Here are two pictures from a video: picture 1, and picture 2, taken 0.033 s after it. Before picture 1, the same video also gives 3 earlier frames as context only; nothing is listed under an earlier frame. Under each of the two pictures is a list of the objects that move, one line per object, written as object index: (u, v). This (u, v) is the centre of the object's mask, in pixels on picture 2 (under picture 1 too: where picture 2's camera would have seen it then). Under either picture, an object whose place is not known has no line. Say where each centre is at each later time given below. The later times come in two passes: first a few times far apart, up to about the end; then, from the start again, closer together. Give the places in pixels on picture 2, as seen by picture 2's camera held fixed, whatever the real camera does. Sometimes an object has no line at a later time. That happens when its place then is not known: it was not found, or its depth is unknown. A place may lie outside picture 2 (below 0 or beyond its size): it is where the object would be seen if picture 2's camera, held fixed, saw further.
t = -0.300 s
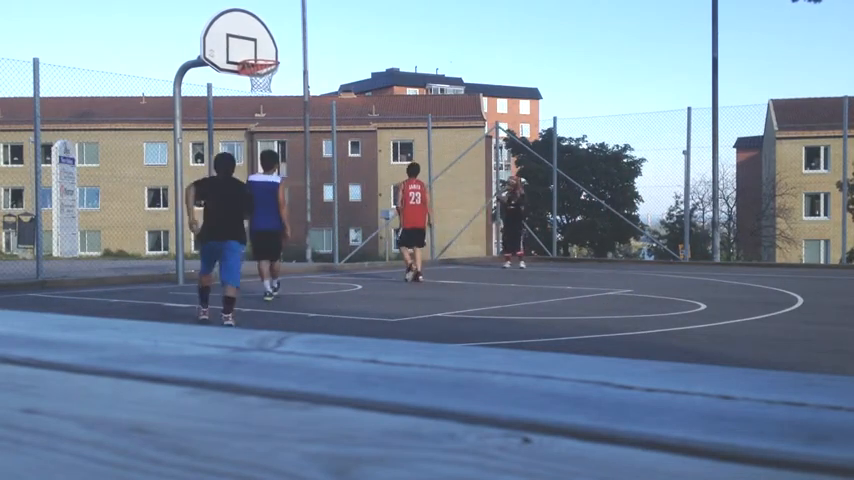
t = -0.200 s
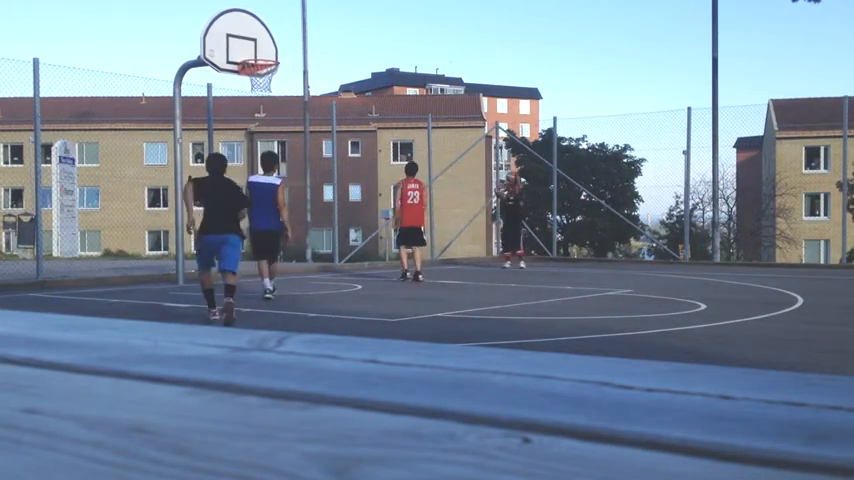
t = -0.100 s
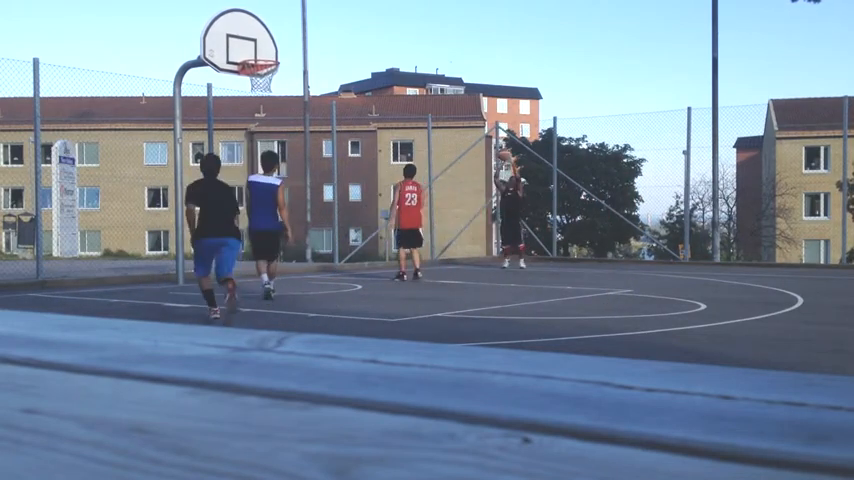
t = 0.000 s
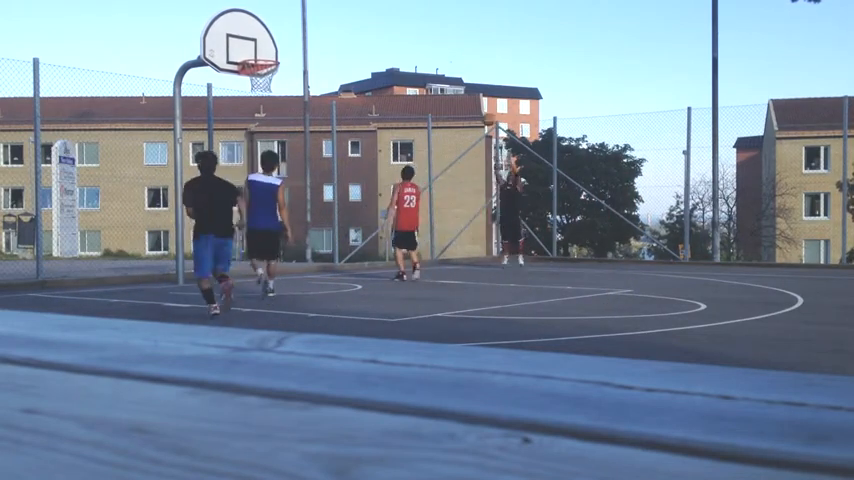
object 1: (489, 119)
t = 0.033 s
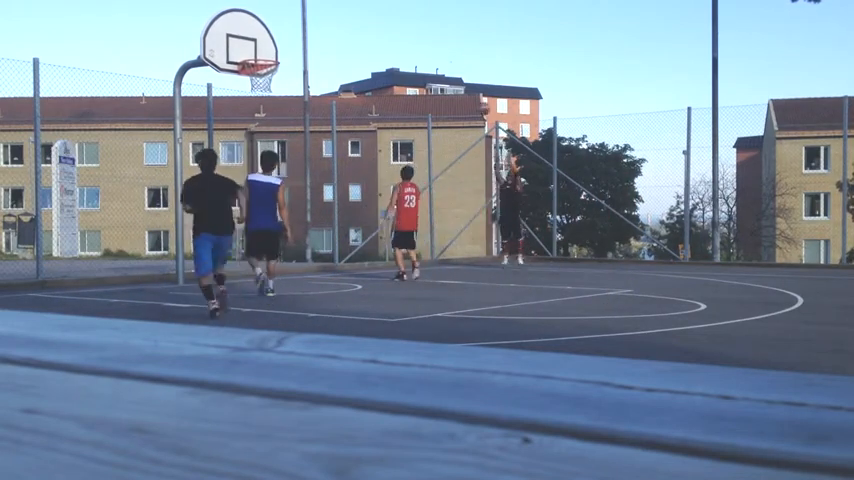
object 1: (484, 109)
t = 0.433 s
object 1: (414, 15)
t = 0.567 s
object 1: (388, 4)
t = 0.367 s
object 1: (426, 25)
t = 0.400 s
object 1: (420, 20)
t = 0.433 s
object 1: (414, 15)
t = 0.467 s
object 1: (408, 11)
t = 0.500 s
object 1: (401, 7)
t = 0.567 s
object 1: (388, 4)
